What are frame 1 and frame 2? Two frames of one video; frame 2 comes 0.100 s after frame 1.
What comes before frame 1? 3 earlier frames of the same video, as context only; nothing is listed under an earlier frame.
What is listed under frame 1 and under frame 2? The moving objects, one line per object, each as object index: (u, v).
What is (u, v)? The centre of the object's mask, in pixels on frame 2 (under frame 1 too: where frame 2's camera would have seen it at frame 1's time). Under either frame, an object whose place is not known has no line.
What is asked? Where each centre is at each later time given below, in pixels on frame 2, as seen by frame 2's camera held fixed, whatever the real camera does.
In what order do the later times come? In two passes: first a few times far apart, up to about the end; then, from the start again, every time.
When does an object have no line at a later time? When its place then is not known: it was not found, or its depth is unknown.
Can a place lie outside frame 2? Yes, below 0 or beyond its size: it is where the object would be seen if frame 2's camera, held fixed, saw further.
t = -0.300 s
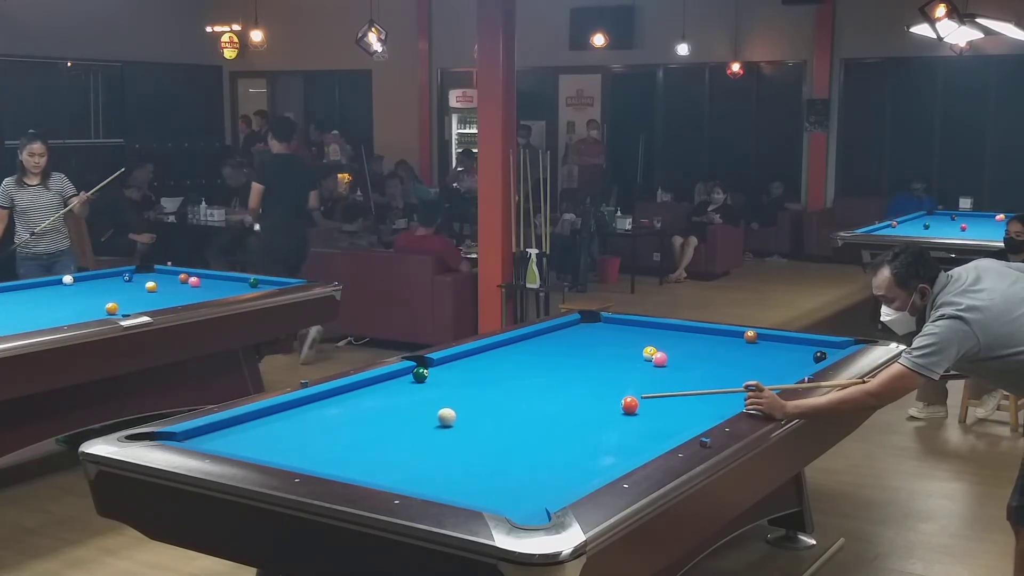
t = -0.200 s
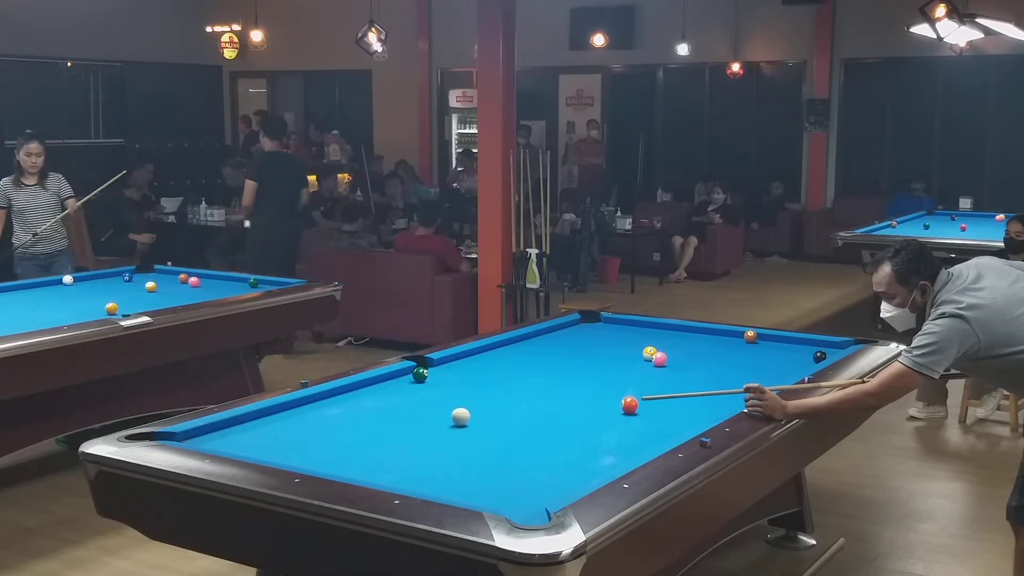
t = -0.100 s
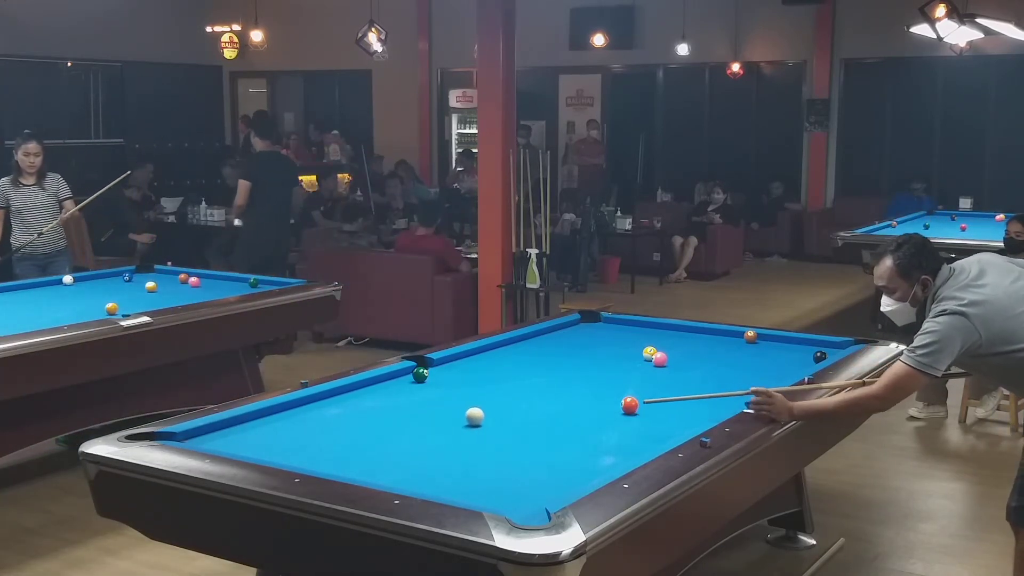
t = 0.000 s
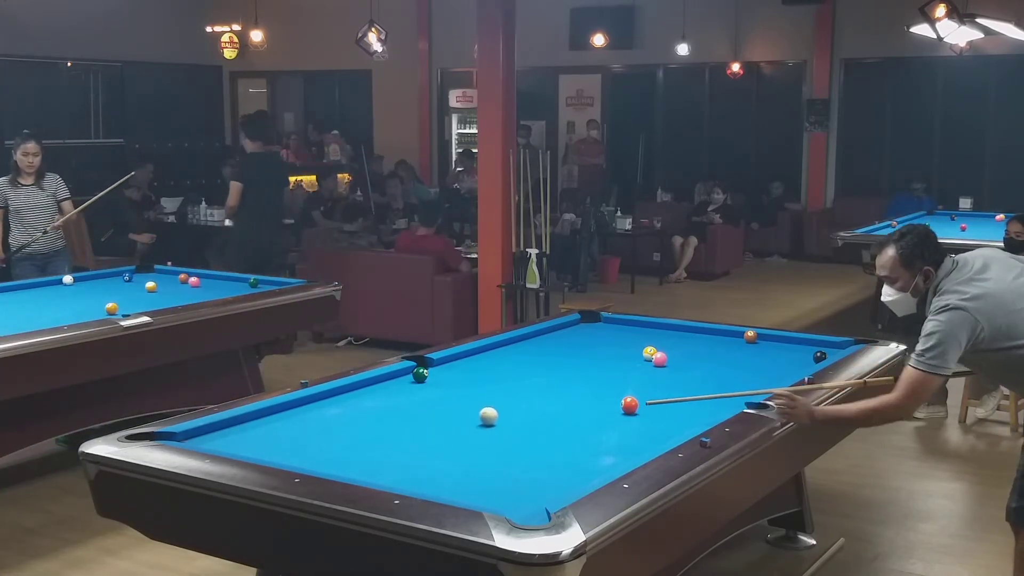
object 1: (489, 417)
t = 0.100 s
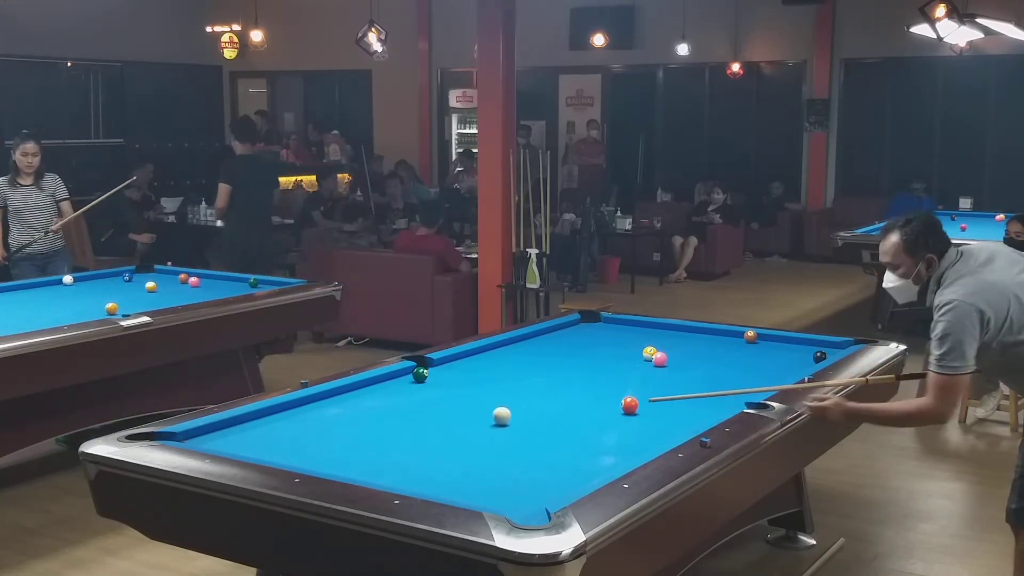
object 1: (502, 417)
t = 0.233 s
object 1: (519, 416)
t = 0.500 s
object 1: (552, 416)
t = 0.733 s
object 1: (580, 415)
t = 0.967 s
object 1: (605, 415)
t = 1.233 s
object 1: (633, 415)
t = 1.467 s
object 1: (655, 414)
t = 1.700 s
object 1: (676, 414)
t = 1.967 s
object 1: (698, 414)
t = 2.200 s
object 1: (715, 411)
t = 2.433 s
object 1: (713, 410)
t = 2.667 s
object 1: (709, 410)
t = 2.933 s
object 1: (706, 409)
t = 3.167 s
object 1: (703, 407)
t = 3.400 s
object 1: (701, 407)
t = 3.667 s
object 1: (700, 406)
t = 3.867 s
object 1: (699, 406)
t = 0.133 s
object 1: (506, 416)
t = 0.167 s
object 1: (511, 416)
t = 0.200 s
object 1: (515, 416)
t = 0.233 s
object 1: (519, 416)
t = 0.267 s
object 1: (524, 416)
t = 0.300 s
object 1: (528, 416)
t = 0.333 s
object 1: (532, 416)
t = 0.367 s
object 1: (536, 416)
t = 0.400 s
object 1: (540, 416)
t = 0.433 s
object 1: (544, 416)
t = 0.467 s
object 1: (548, 416)
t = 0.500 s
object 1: (552, 416)
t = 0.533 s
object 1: (556, 416)
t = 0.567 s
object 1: (560, 415)
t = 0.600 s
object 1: (564, 415)
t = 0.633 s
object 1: (568, 415)
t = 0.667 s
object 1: (572, 415)
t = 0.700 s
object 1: (576, 415)
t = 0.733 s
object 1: (580, 415)
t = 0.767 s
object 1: (583, 415)
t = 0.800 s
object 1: (587, 415)
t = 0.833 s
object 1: (591, 415)
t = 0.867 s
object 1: (594, 415)
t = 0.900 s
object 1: (598, 415)
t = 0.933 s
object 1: (602, 415)
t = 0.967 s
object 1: (605, 415)
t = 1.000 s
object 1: (609, 415)
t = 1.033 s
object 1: (612, 415)
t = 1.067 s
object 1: (616, 415)
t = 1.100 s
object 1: (619, 415)
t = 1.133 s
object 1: (623, 415)
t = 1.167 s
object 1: (626, 415)
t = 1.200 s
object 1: (629, 415)
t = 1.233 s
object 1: (633, 415)
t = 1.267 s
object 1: (636, 414)
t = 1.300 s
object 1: (639, 414)
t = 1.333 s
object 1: (643, 415)
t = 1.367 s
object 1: (646, 415)
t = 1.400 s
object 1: (649, 414)
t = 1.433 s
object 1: (652, 414)
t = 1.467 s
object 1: (655, 414)
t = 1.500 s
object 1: (658, 414)
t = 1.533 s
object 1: (661, 414)
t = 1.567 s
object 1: (664, 414)
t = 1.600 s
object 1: (668, 414)
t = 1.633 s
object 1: (670, 414)
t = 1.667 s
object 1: (673, 414)
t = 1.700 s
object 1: (676, 414)
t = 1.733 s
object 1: (679, 414)
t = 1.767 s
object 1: (682, 414)
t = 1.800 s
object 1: (685, 414)
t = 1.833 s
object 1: (688, 414)
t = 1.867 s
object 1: (690, 414)
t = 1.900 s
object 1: (693, 414)
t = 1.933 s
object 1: (696, 414)
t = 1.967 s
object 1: (698, 414)
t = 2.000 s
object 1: (700, 414)
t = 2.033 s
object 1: (703, 413)
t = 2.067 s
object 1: (705, 413)
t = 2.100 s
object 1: (708, 412)
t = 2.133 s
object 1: (710, 412)
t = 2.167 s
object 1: (712, 411)
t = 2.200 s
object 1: (715, 411)
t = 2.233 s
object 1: (716, 410)
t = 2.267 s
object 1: (716, 410)
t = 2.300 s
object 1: (715, 410)
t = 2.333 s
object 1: (715, 410)
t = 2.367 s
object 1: (714, 410)
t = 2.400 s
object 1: (714, 410)
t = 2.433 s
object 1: (713, 410)
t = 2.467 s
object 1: (712, 410)
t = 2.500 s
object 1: (712, 410)
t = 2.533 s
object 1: (711, 410)
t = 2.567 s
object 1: (710, 410)
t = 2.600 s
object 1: (710, 410)
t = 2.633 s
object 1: (709, 410)
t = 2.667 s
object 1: (709, 410)
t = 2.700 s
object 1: (708, 409)
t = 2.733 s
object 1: (708, 409)
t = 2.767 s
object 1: (707, 409)
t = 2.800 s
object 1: (707, 409)
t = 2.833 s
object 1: (707, 409)
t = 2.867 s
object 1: (706, 409)
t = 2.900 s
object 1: (706, 409)
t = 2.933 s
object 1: (706, 409)
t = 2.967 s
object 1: (705, 408)
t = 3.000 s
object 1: (705, 408)
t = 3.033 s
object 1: (705, 408)
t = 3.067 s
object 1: (704, 408)
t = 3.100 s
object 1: (704, 408)
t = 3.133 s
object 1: (703, 408)
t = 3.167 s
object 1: (703, 407)
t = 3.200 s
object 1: (702, 407)
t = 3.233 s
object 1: (702, 407)
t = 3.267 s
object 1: (702, 407)
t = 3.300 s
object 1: (702, 407)
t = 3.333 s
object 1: (701, 407)
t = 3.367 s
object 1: (701, 407)
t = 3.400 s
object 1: (701, 407)
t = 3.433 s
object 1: (701, 407)
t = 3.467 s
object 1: (700, 407)
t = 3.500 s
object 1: (700, 407)
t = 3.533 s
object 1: (701, 407)
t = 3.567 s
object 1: (700, 407)
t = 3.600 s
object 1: (700, 407)
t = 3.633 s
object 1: (700, 406)
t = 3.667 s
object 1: (700, 406)
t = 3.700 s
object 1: (700, 407)
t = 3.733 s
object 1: (699, 406)
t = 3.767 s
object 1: (699, 406)
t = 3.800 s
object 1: (699, 407)
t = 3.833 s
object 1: (699, 407)
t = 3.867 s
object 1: (699, 406)
